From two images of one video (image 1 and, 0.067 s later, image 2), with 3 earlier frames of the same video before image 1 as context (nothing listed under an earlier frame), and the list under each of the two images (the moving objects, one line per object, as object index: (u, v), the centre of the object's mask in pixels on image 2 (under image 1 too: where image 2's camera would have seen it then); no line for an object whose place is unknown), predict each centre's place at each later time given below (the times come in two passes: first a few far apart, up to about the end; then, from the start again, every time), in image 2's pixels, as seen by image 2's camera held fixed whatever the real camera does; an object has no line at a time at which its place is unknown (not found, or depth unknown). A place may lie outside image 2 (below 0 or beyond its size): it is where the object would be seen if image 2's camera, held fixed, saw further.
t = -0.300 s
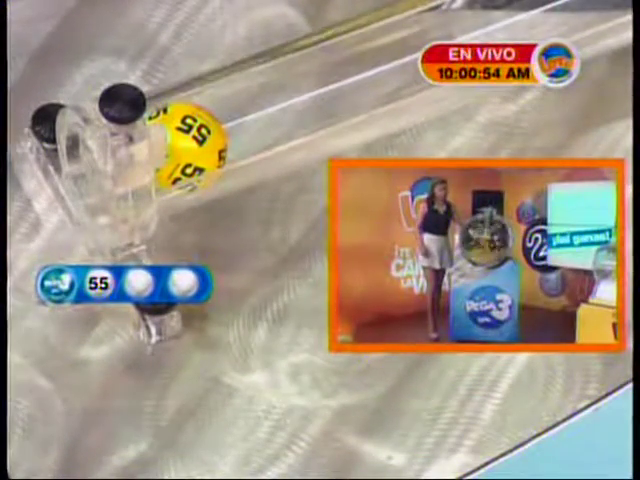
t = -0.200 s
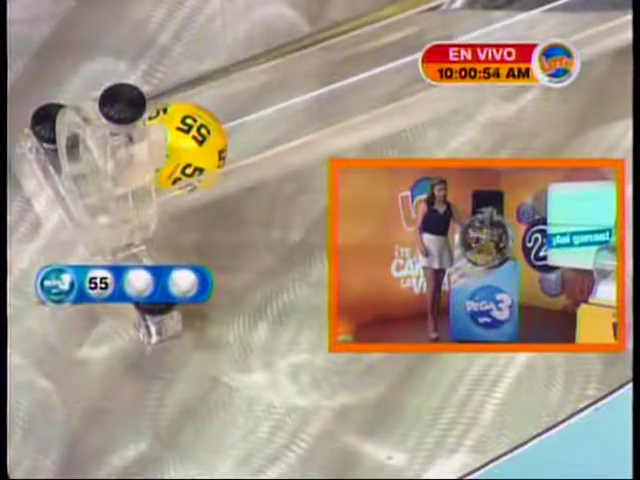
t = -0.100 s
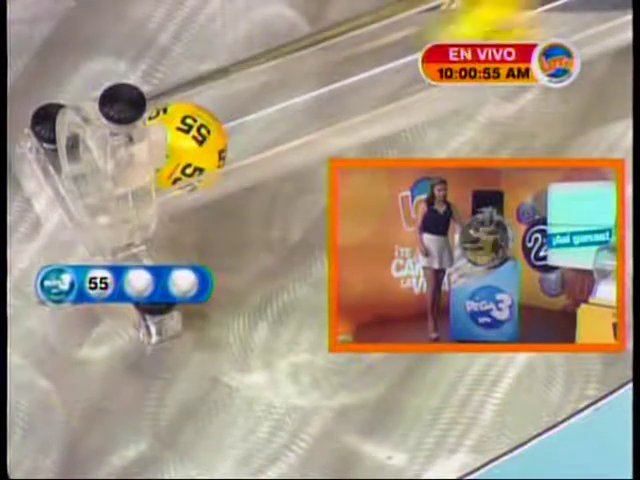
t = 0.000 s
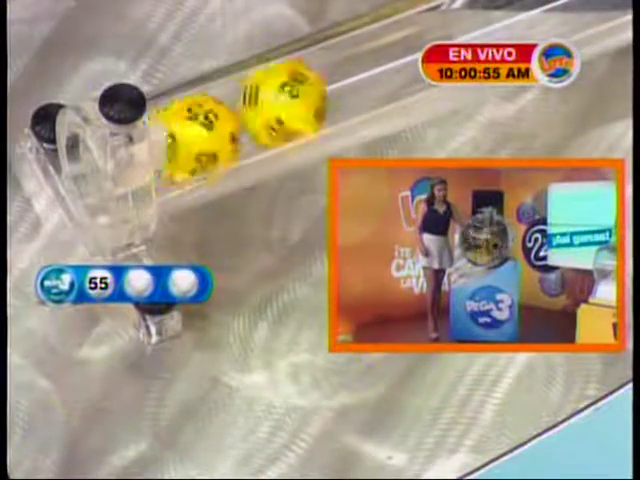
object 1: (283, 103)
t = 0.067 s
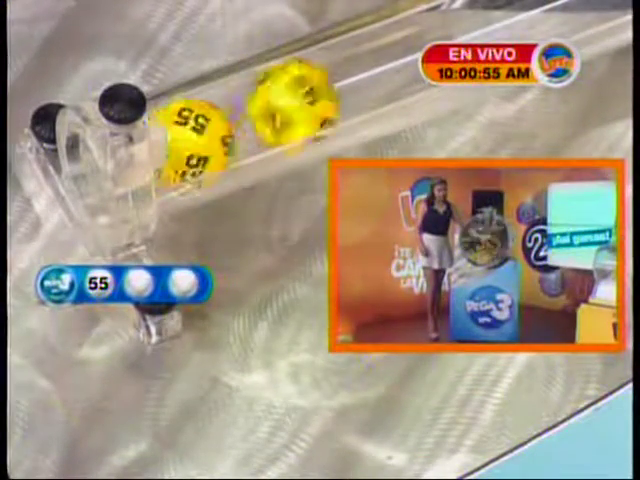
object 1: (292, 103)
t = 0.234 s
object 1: (263, 114)
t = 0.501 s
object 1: (263, 114)
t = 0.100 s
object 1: (278, 105)
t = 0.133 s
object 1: (266, 113)
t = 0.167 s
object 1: (266, 114)
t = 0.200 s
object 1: (264, 114)
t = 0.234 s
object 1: (263, 114)
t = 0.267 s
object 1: (263, 114)
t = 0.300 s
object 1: (263, 114)
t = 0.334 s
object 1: (263, 114)
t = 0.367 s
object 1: (263, 114)
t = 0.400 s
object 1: (263, 114)
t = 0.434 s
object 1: (263, 114)
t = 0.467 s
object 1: (263, 114)
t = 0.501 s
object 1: (263, 114)
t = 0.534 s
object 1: (263, 114)
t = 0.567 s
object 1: (263, 114)
